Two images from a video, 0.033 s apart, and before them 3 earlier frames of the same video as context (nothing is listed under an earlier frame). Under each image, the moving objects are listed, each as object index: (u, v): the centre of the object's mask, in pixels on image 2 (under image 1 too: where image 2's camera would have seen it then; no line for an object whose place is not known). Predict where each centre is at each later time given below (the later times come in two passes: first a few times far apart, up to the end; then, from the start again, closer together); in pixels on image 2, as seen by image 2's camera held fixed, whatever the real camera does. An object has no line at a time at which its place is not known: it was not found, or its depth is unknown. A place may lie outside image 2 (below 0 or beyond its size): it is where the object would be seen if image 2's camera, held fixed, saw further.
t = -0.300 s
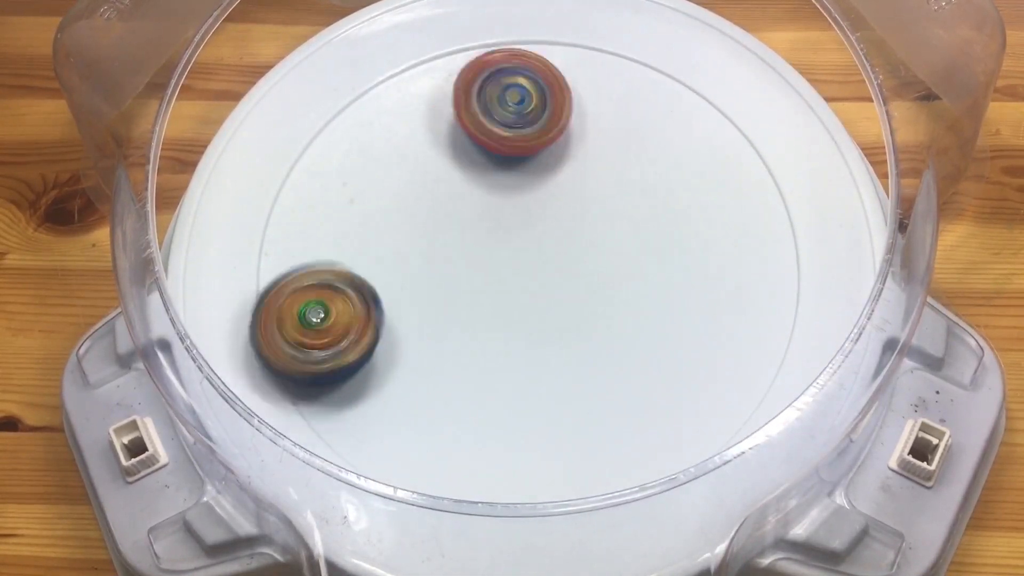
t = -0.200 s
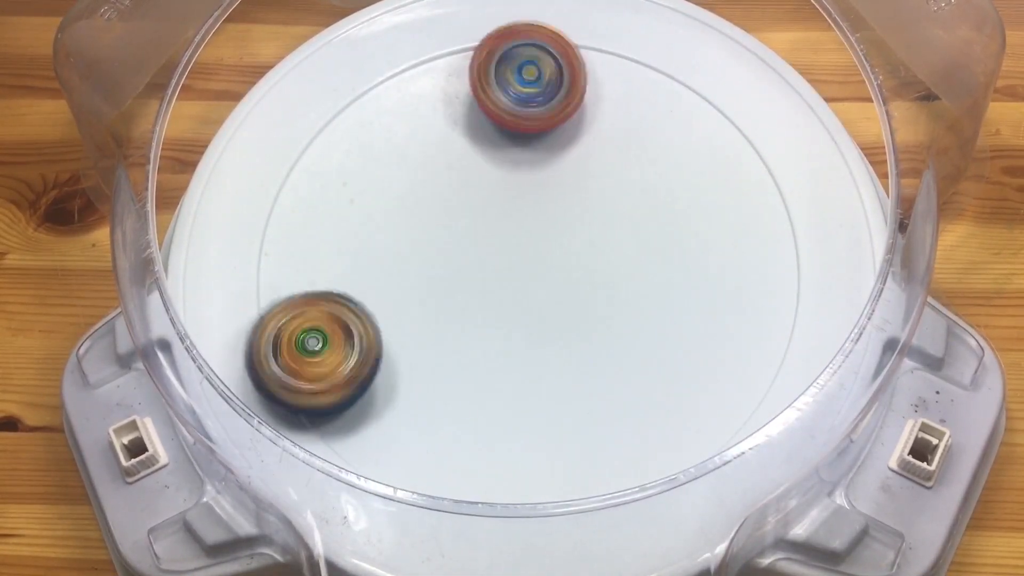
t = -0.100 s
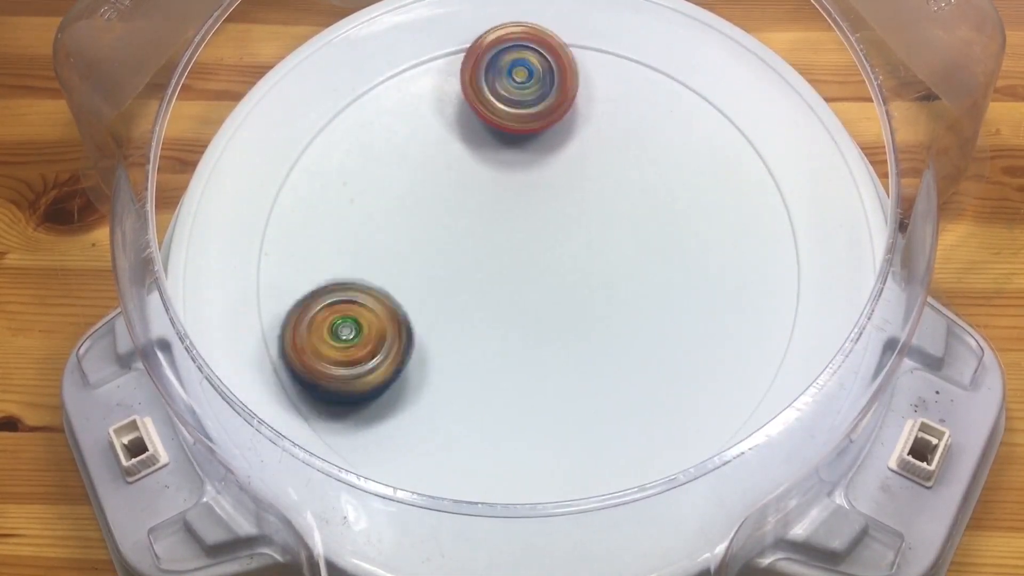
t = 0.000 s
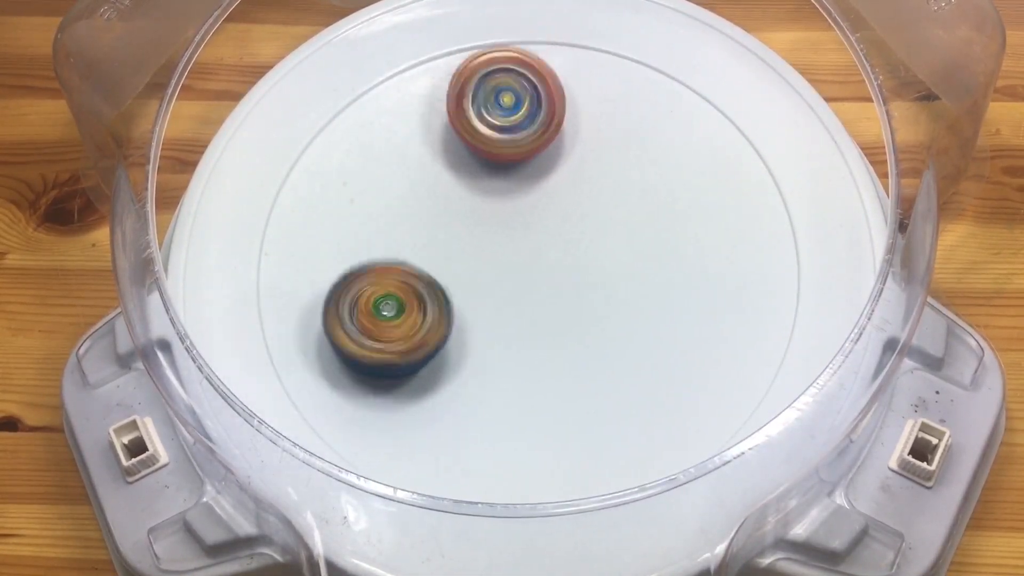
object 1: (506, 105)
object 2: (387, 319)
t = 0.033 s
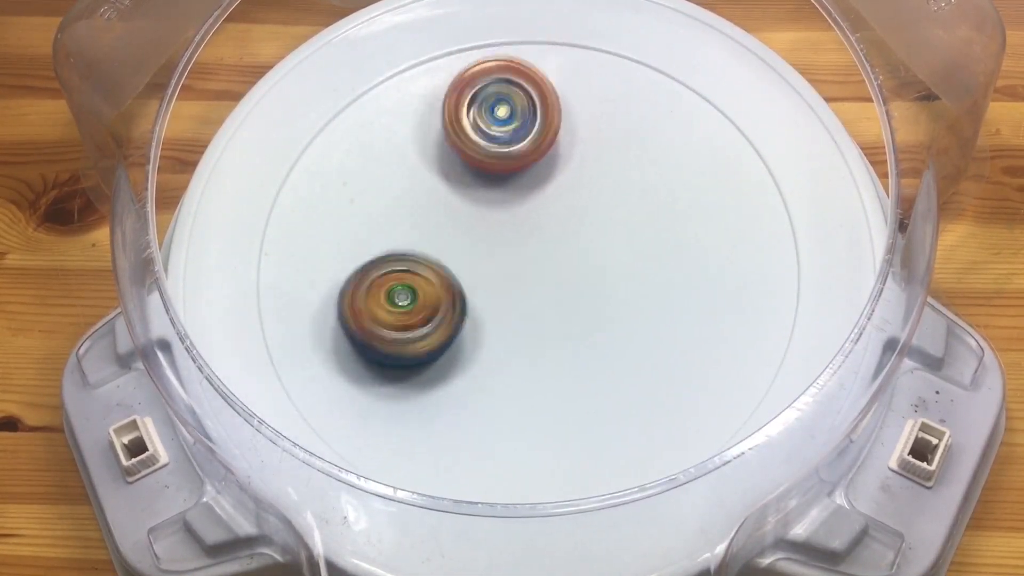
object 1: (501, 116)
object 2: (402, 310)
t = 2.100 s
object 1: (611, 306)
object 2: (490, 179)
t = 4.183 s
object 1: (370, 311)
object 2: (687, 184)
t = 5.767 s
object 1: (577, 163)
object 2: (504, 261)
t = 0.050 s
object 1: (499, 121)
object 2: (409, 306)
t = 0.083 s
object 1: (496, 132)
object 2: (422, 298)
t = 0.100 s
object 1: (496, 137)
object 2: (429, 294)
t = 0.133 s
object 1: (498, 147)
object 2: (443, 287)
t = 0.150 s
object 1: (501, 153)
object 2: (449, 284)
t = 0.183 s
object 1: (509, 164)
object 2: (461, 278)
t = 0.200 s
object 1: (517, 166)
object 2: (463, 283)
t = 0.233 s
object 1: (538, 156)
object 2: (464, 301)
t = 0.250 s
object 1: (549, 151)
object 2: (464, 310)
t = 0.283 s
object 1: (569, 141)
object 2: (466, 326)
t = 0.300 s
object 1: (579, 136)
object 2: (468, 329)
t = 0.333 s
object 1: (597, 126)
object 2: (472, 337)
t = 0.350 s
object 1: (604, 121)
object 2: (475, 339)
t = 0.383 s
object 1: (617, 110)
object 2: (480, 342)
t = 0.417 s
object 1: (624, 101)
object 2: (485, 341)
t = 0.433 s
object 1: (627, 96)
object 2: (488, 339)
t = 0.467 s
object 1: (627, 88)
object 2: (492, 336)
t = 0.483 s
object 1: (626, 85)
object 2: (494, 333)
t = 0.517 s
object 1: (619, 81)
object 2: (498, 325)
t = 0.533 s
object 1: (614, 79)
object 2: (499, 322)
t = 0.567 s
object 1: (601, 79)
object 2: (500, 314)
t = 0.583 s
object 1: (594, 81)
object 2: (501, 310)
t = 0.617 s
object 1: (580, 88)
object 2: (502, 302)
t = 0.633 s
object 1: (574, 93)
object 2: (503, 297)
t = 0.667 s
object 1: (562, 106)
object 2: (502, 290)
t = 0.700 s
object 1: (553, 124)
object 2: (501, 284)
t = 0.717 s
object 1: (549, 134)
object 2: (501, 281)
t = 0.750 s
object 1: (543, 155)
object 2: (503, 276)
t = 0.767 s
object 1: (542, 165)
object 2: (502, 279)
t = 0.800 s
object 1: (547, 166)
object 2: (495, 297)
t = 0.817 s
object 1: (552, 167)
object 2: (492, 308)
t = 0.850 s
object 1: (562, 170)
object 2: (485, 325)
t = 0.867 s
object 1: (568, 172)
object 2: (485, 330)
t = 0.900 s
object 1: (578, 177)
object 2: (482, 341)
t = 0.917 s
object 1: (584, 178)
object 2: (482, 347)
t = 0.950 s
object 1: (596, 181)
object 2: (485, 353)
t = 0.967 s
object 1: (601, 182)
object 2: (487, 351)
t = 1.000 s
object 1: (612, 184)
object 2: (492, 351)
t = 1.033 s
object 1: (622, 183)
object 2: (498, 345)
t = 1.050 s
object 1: (627, 183)
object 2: (501, 342)
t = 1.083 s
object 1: (634, 181)
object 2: (509, 332)
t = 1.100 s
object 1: (637, 180)
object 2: (513, 327)
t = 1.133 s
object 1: (641, 177)
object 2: (519, 317)
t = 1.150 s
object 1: (643, 175)
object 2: (520, 313)
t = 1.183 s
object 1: (642, 173)
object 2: (525, 304)
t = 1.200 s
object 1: (642, 173)
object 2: (528, 300)
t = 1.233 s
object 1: (639, 173)
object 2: (531, 291)
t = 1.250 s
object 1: (636, 174)
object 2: (533, 287)
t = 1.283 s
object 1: (632, 177)
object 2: (536, 279)
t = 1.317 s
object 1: (626, 182)
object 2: (537, 271)
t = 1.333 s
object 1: (627, 185)
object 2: (532, 271)
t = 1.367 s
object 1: (629, 189)
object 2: (523, 264)
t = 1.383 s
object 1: (629, 191)
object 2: (517, 264)
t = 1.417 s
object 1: (628, 197)
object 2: (509, 263)
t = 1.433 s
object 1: (626, 200)
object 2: (508, 260)
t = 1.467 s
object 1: (621, 207)
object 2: (502, 260)
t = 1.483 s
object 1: (619, 212)
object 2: (498, 260)
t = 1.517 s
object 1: (619, 222)
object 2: (489, 260)
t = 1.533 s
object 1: (619, 227)
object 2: (484, 261)
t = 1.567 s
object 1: (616, 237)
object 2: (480, 261)
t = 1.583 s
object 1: (615, 242)
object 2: (479, 261)
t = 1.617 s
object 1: (611, 248)
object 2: (479, 262)
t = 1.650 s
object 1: (614, 255)
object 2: (475, 265)
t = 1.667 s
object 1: (616, 258)
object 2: (475, 264)
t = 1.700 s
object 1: (619, 265)
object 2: (473, 261)
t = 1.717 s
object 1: (620, 267)
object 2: (474, 263)
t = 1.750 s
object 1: (623, 274)
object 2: (477, 259)
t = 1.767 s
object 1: (625, 276)
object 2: (476, 256)
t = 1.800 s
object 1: (626, 276)
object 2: (480, 252)
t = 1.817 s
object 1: (626, 276)
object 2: (481, 248)
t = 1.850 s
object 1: (624, 277)
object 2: (484, 242)
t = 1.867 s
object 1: (622, 277)
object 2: (487, 238)
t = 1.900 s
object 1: (618, 278)
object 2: (491, 232)
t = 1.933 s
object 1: (616, 277)
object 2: (496, 226)
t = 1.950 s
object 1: (615, 275)
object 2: (498, 222)
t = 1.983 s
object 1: (612, 273)
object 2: (504, 217)
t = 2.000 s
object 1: (610, 274)
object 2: (504, 212)
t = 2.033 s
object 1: (612, 285)
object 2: (499, 198)
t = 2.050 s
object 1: (613, 292)
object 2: (498, 192)
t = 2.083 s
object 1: (613, 301)
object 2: (493, 182)
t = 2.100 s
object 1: (611, 306)
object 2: (490, 179)
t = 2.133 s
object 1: (608, 314)
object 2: (486, 173)
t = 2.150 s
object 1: (606, 319)
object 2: (481, 173)
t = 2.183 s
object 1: (603, 327)
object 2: (477, 172)
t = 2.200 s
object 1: (602, 330)
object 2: (475, 173)
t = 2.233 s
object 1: (598, 335)
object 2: (469, 177)
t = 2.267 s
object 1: (593, 339)
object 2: (464, 185)
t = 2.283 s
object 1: (591, 341)
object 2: (464, 187)
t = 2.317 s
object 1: (589, 344)
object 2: (461, 197)
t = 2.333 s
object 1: (586, 344)
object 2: (459, 202)
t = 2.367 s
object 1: (582, 344)
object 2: (460, 211)
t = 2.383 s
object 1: (579, 345)
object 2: (458, 220)
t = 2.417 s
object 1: (575, 347)
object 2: (462, 230)
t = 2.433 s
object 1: (573, 346)
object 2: (464, 234)
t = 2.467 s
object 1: (566, 346)
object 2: (468, 244)
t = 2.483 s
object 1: (562, 346)
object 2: (472, 249)
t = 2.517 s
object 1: (555, 347)
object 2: (479, 257)
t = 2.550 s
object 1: (554, 355)
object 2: (479, 254)
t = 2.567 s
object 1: (555, 360)
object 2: (479, 250)
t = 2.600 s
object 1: (553, 369)
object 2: (479, 246)
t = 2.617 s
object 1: (555, 372)
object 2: (479, 243)
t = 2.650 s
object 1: (557, 375)
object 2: (481, 239)
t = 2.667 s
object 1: (557, 375)
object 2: (485, 237)
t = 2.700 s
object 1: (556, 376)
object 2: (488, 235)
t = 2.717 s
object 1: (558, 377)
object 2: (491, 234)
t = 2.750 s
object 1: (560, 374)
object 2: (497, 233)
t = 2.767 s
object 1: (559, 371)
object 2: (499, 232)
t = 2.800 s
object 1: (557, 368)
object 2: (504, 232)
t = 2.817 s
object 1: (557, 365)
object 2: (510, 233)
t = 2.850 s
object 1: (555, 357)
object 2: (516, 233)
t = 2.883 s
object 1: (547, 350)
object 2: (521, 233)
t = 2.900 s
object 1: (546, 346)
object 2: (525, 233)
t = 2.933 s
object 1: (538, 341)
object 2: (531, 229)
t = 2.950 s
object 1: (535, 348)
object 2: (532, 216)
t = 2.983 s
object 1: (529, 364)
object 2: (535, 191)
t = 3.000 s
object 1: (526, 370)
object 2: (537, 181)
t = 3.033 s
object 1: (521, 380)
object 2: (538, 163)
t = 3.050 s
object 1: (519, 384)
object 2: (537, 156)
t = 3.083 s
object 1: (521, 389)
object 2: (536, 147)
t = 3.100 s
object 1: (521, 392)
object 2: (536, 145)
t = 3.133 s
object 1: (523, 394)
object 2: (533, 142)
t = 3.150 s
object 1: (526, 394)
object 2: (531, 142)
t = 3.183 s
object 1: (529, 392)
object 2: (528, 146)
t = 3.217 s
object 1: (531, 390)
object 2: (524, 153)
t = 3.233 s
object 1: (533, 386)
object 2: (522, 159)
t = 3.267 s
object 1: (534, 377)
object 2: (519, 167)
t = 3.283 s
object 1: (532, 372)
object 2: (519, 171)
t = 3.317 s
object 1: (531, 360)
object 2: (518, 182)
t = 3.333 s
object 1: (529, 354)
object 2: (516, 186)
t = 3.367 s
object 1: (522, 340)
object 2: (516, 196)
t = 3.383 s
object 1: (519, 332)
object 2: (518, 200)
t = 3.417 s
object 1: (507, 317)
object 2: (519, 207)
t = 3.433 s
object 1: (497, 316)
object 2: (521, 207)
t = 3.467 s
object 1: (482, 314)
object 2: (526, 202)
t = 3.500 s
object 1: (464, 312)
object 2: (530, 198)
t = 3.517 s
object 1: (458, 313)
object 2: (531, 197)
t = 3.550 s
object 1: (445, 312)
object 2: (534, 197)
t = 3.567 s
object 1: (437, 311)
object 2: (536, 198)
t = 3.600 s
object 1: (427, 313)
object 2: (538, 199)
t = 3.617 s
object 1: (422, 313)
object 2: (538, 200)
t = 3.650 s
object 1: (410, 317)
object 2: (539, 204)
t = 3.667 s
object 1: (408, 318)
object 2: (542, 206)
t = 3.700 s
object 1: (400, 321)
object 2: (543, 211)
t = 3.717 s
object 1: (396, 325)
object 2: (542, 213)
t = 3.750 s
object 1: (396, 329)
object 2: (543, 219)
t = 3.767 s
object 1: (394, 330)
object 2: (545, 219)
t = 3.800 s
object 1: (398, 335)
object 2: (545, 223)
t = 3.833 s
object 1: (403, 336)
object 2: (545, 227)
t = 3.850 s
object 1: (406, 338)
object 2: (546, 228)
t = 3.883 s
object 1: (418, 335)
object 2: (546, 231)
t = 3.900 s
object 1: (422, 331)
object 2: (545, 232)
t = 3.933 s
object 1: (434, 326)
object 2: (545, 235)
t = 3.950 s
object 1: (440, 321)
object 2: (545, 236)
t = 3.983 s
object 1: (449, 311)
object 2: (545, 237)
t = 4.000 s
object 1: (444, 307)
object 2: (553, 233)
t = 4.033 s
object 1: (423, 308)
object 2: (586, 215)
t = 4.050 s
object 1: (414, 305)
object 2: (600, 208)
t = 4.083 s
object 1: (397, 306)
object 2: (627, 195)
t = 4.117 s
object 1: (384, 306)
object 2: (650, 187)
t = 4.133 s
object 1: (380, 307)
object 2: (660, 184)
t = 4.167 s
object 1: (373, 309)
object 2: (678, 182)
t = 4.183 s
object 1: (370, 311)
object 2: (687, 184)
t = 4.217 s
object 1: (368, 314)
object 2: (698, 190)
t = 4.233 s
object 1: (369, 316)
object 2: (703, 194)
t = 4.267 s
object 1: (374, 317)
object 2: (709, 206)
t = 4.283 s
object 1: (377, 318)
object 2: (710, 212)
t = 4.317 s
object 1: (389, 315)
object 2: (710, 227)
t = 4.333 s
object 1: (394, 314)
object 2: (708, 234)
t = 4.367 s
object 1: (409, 306)
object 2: (702, 248)
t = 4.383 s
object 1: (415, 302)
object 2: (697, 256)
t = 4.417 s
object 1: (430, 289)
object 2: (685, 268)
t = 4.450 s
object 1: (440, 274)
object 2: (671, 277)
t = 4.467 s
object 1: (447, 266)
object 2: (663, 280)
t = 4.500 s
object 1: (454, 249)
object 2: (646, 287)
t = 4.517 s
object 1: (460, 242)
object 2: (637, 288)
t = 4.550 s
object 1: (464, 225)
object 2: (619, 291)
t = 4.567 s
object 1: (468, 218)
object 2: (612, 292)
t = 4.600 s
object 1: (471, 202)
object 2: (595, 292)
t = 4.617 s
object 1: (474, 195)
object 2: (587, 292)
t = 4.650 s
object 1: (474, 182)
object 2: (573, 290)
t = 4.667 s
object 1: (476, 176)
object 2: (566, 290)
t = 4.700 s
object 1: (475, 165)
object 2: (553, 288)
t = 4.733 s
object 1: (474, 155)
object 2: (542, 284)
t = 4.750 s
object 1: (474, 151)
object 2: (536, 282)
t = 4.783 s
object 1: (471, 143)
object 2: (526, 280)
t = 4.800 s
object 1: (470, 140)
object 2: (523, 278)
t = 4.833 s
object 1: (466, 133)
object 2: (515, 275)
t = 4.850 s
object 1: (463, 132)
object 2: (511, 274)
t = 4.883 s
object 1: (458, 126)
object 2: (506, 272)
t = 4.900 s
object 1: (456, 125)
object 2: (504, 271)
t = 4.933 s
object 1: (450, 125)
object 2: (500, 268)
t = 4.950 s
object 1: (448, 127)
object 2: (498, 269)
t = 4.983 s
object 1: (445, 132)
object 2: (497, 267)
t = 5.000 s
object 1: (445, 136)
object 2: (497, 267)
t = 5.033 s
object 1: (448, 147)
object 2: (497, 266)
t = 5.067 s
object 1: (456, 158)
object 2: (499, 269)
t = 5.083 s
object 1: (460, 158)
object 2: (500, 274)
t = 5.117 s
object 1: (470, 161)
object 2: (506, 282)
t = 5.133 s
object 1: (475, 162)
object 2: (510, 287)
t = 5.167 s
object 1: (488, 163)
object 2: (516, 293)
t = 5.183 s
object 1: (494, 163)
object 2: (518, 294)
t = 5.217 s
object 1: (508, 164)
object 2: (524, 297)
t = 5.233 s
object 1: (515, 164)
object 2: (527, 297)
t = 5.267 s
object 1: (529, 162)
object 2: (533, 296)
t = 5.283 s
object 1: (536, 162)
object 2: (535, 295)
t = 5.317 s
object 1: (549, 159)
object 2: (538, 291)
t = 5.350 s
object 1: (561, 156)
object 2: (542, 288)
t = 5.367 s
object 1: (565, 154)
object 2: (543, 285)
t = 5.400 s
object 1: (574, 150)
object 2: (544, 279)
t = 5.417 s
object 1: (576, 147)
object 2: (544, 276)
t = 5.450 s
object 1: (580, 144)
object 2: (544, 270)
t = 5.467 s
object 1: (581, 143)
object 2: (543, 267)
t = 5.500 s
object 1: (583, 141)
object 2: (541, 261)
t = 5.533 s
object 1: (583, 141)
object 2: (541, 259)
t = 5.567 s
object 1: (582, 143)
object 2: (538, 255)
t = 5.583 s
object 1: (582, 146)
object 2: (534, 252)
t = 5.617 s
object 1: (583, 146)
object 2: (527, 254)
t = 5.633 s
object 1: (582, 147)
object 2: (525, 255)
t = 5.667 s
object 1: (583, 147)
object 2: (520, 256)
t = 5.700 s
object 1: (581, 150)
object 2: (515, 257)
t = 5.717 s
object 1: (579, 153)
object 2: (512, 259)
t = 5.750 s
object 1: (578, 159)
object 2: (507, 261)
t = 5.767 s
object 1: (577, 163)
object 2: (504, 261)
